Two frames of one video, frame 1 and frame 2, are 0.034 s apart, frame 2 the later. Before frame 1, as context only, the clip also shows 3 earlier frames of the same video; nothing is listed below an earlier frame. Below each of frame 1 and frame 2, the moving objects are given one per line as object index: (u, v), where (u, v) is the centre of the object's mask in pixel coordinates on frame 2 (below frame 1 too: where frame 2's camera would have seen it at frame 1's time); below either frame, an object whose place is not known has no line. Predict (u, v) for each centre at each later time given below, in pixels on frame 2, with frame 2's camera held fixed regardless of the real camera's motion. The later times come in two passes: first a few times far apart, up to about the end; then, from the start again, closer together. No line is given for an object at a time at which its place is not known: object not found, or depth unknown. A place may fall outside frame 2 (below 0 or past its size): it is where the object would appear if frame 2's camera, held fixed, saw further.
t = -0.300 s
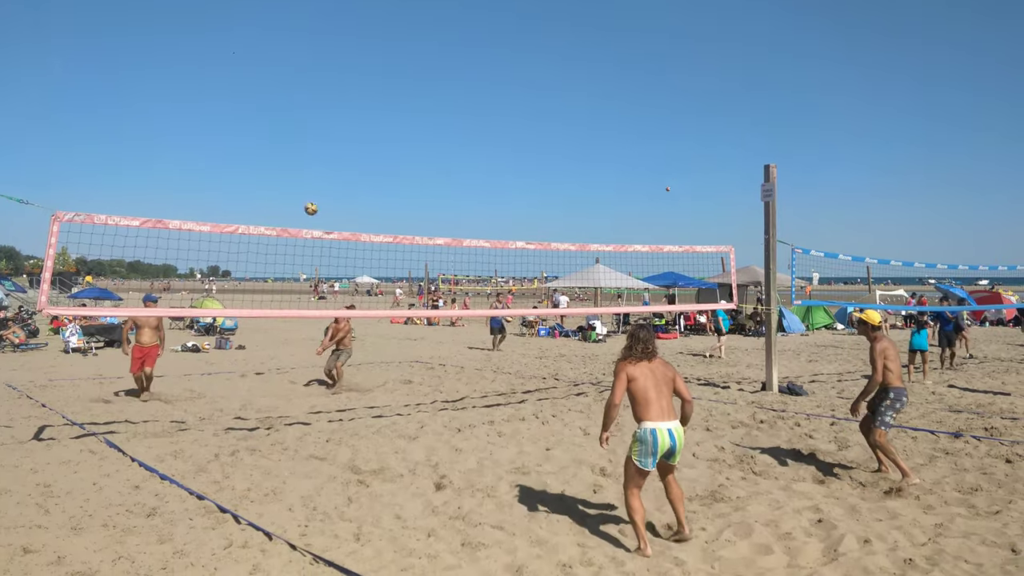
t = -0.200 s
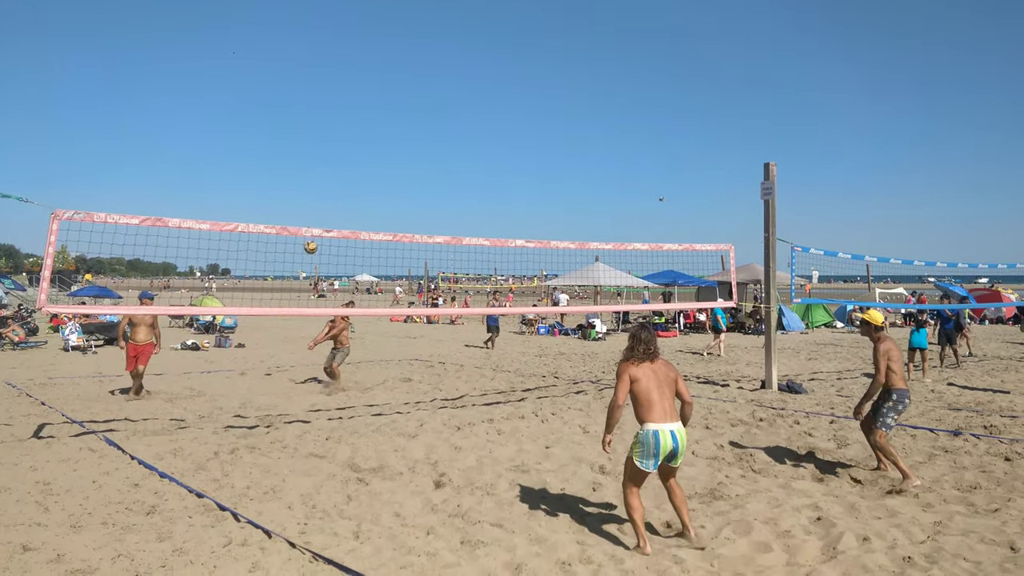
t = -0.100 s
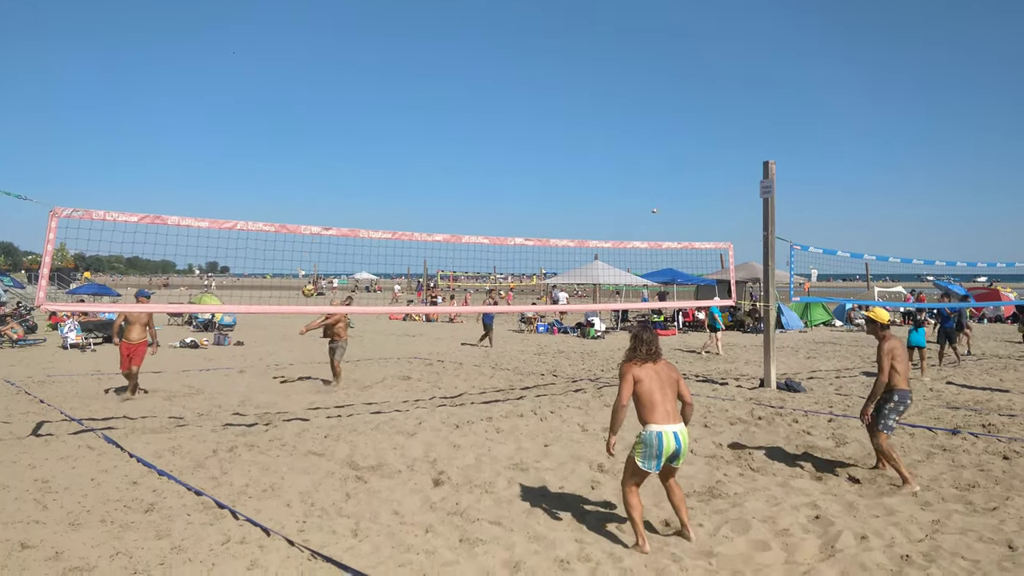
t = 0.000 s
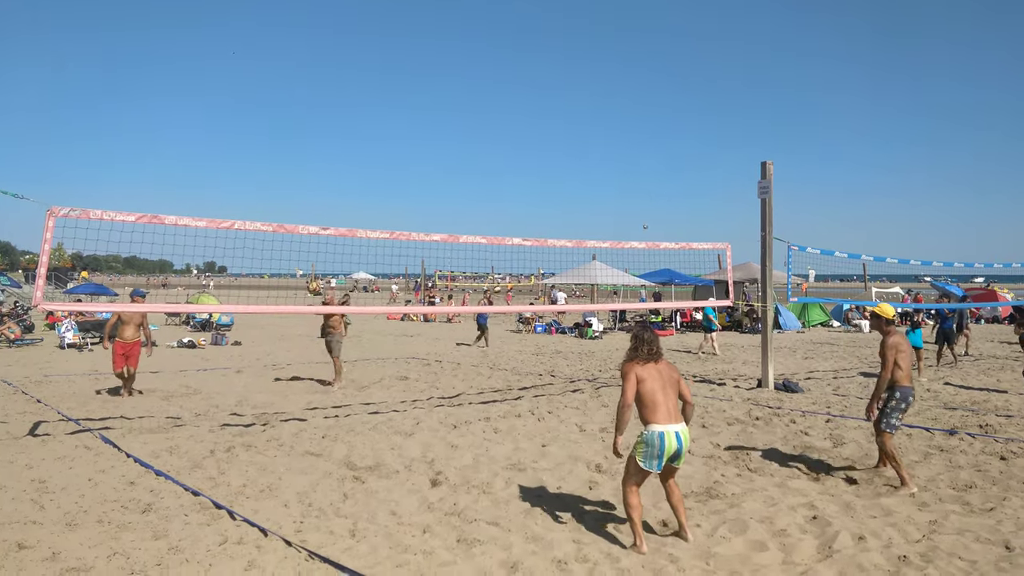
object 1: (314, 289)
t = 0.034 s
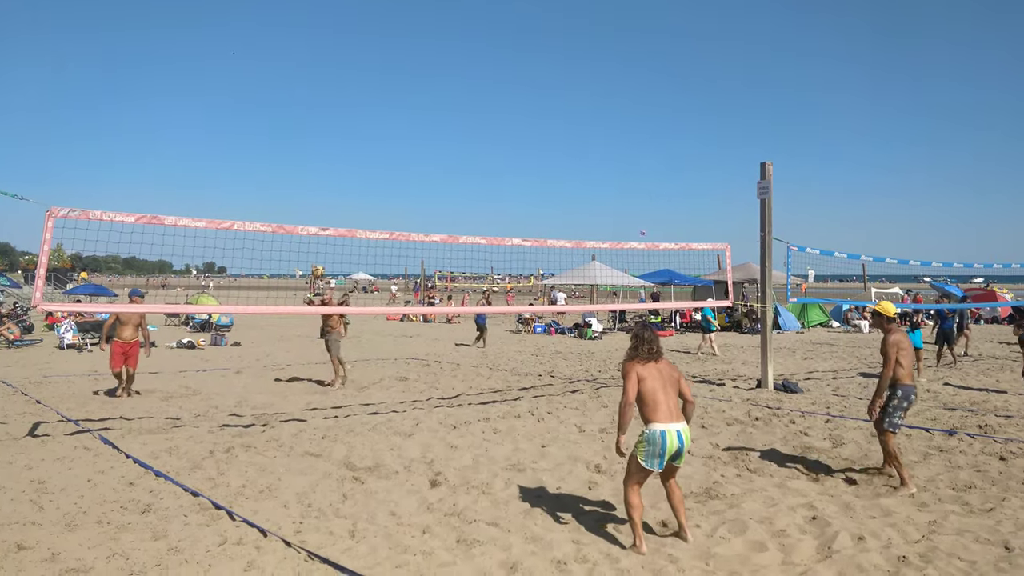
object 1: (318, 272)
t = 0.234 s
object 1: (351, 180)
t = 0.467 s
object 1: (396, 89)
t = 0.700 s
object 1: (450, 22)
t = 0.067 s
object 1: (323, 256)
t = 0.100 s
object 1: (329, 241)
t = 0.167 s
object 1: (339, 210)
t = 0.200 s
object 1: (345, 195)
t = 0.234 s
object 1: (351, 180)
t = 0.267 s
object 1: (356, 166)
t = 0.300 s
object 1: (362, 152)
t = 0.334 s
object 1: (369, 139)
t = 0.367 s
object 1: (375, 126)
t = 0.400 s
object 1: (382, 113)
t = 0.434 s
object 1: (388, 101)
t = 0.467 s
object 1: (396, 89)
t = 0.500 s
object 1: (404, 77)
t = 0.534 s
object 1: (411, 67)
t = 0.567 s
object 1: (417, 56)
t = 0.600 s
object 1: (425, 47)
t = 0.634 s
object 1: (434, 38)
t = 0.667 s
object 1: (442, 30)
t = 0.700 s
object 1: (450, 22)
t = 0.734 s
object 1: (459, 15)
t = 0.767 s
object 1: (469, 11)
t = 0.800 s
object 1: (478, 8)
